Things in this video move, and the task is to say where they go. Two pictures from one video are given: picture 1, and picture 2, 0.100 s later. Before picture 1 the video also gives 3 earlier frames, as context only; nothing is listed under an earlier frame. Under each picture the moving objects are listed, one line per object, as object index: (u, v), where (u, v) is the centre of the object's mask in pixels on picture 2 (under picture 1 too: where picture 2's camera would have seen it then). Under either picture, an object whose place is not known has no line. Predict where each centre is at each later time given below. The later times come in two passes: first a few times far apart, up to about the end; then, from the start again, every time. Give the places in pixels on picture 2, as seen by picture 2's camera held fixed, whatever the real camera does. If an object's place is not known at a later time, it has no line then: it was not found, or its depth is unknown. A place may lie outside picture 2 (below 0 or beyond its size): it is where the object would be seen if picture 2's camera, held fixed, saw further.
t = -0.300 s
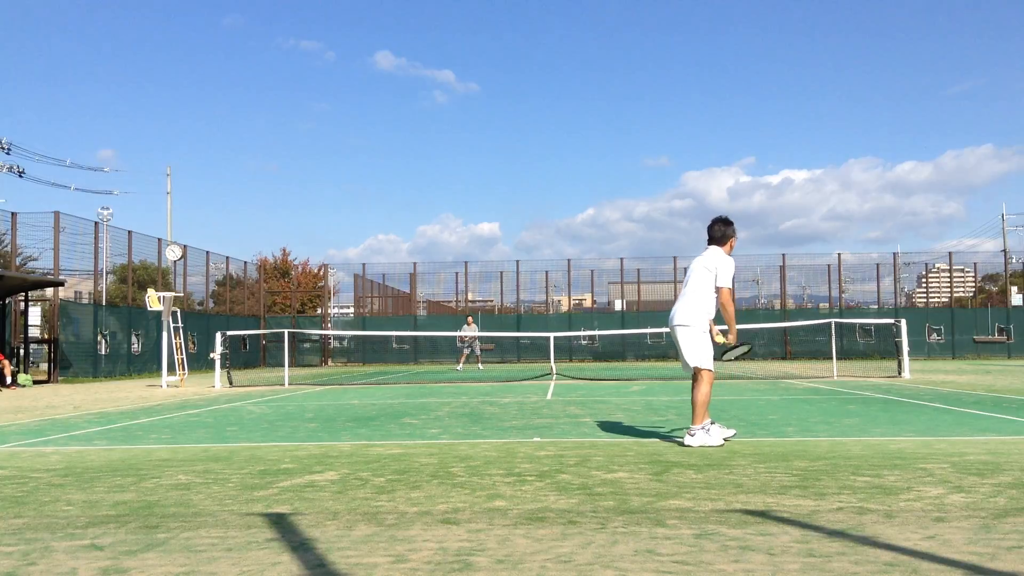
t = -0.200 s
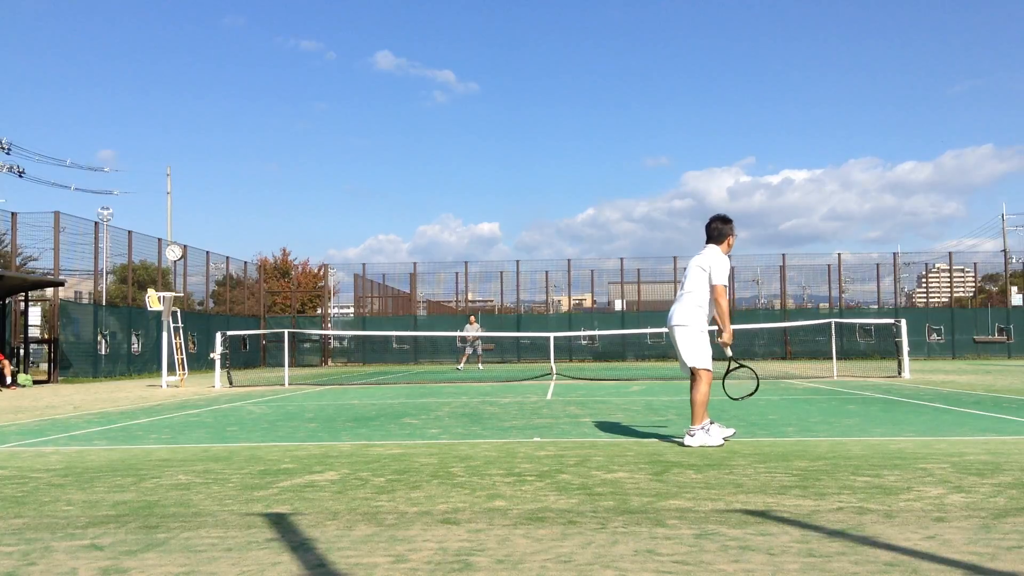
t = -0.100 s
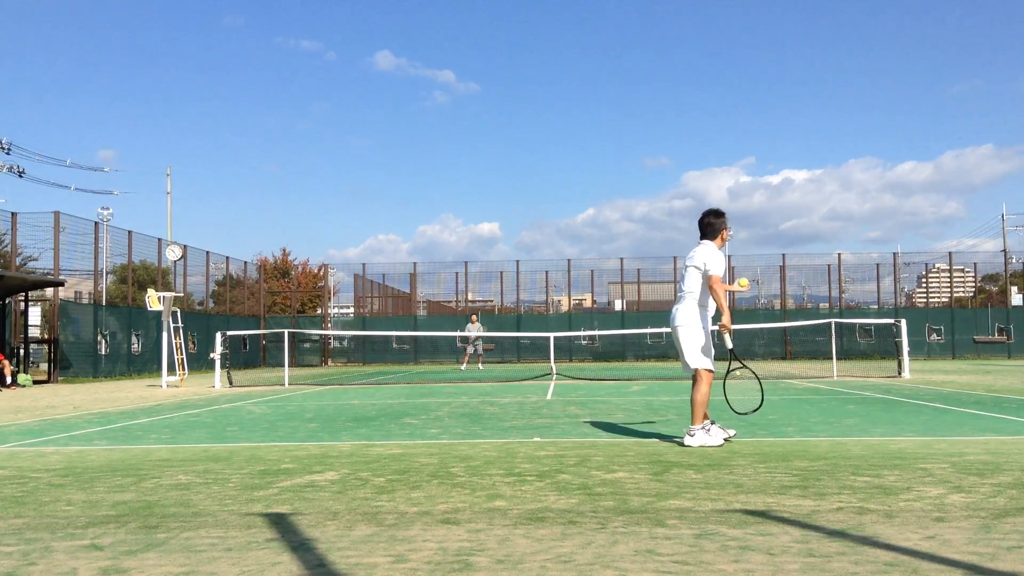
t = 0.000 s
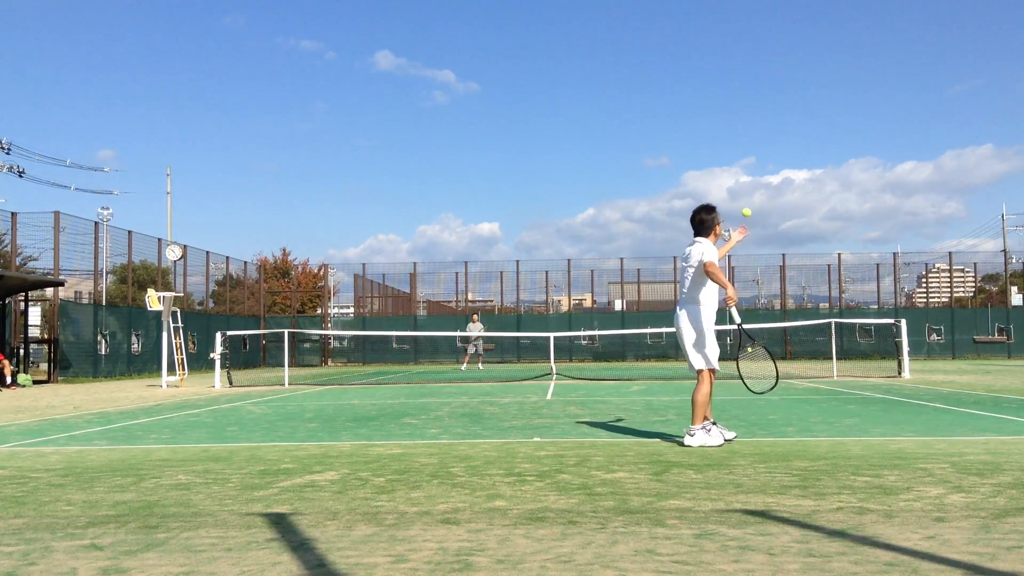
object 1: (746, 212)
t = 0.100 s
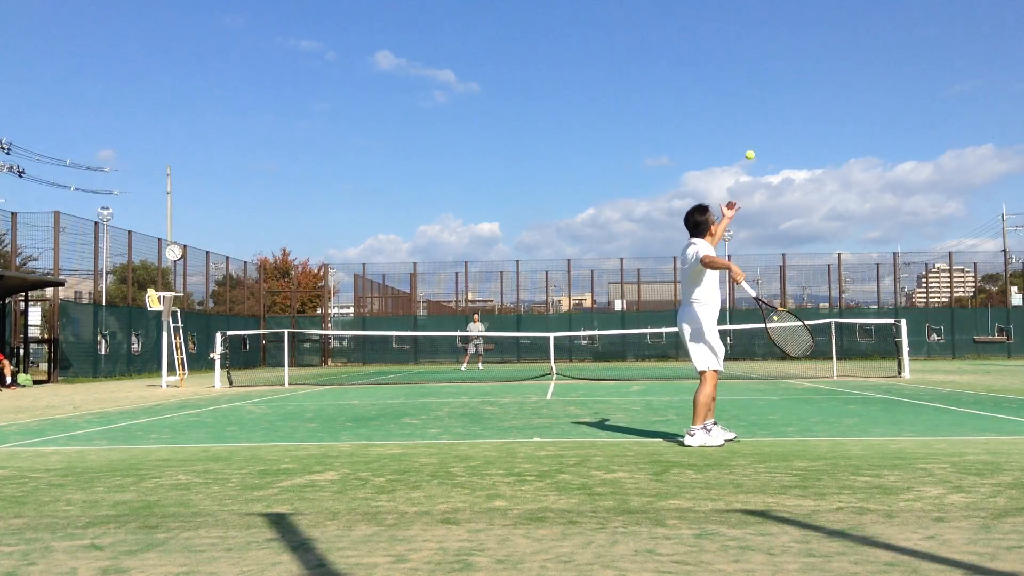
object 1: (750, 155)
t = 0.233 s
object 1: (755, 98)
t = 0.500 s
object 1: (769, 52)
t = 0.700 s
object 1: (782, 79)
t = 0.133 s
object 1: (751, 139)
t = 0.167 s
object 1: (752, 123)
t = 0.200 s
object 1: (754, 110)
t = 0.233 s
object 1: (755, 98)
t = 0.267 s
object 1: (757, 87)
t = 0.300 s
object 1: (758, 78)
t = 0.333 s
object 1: (760, 70)
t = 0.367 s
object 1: (762, 64)
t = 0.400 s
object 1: (763, 58)
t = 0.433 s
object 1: (765, 55)
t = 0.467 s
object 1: (767, 53)
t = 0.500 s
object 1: (769, 52)
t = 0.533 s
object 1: (771, 53)
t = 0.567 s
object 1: (773, 55)
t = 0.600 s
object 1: (775, 59)
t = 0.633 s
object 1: (777, 64)
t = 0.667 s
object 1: (780, 70)
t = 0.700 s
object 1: (782, 79)
